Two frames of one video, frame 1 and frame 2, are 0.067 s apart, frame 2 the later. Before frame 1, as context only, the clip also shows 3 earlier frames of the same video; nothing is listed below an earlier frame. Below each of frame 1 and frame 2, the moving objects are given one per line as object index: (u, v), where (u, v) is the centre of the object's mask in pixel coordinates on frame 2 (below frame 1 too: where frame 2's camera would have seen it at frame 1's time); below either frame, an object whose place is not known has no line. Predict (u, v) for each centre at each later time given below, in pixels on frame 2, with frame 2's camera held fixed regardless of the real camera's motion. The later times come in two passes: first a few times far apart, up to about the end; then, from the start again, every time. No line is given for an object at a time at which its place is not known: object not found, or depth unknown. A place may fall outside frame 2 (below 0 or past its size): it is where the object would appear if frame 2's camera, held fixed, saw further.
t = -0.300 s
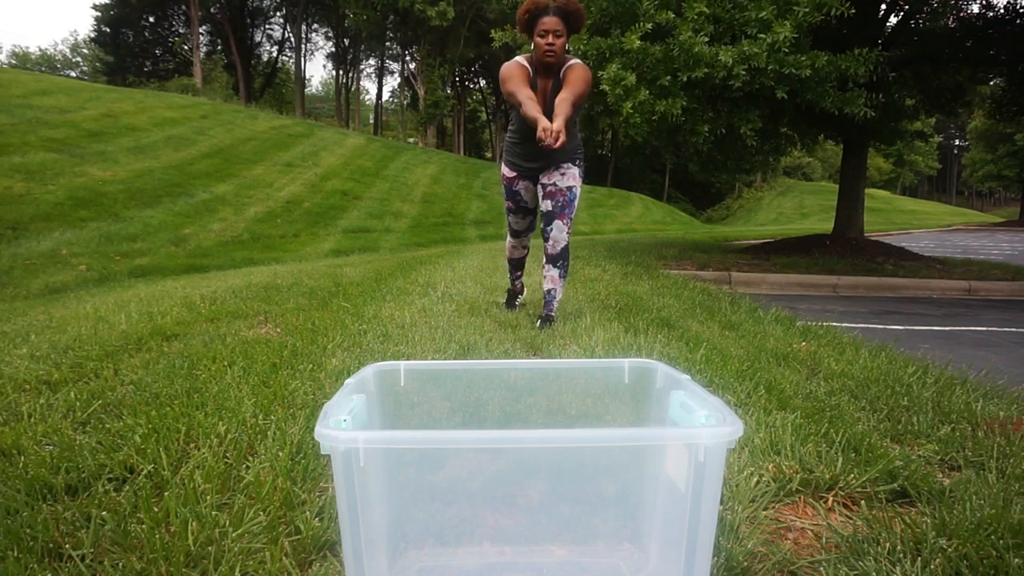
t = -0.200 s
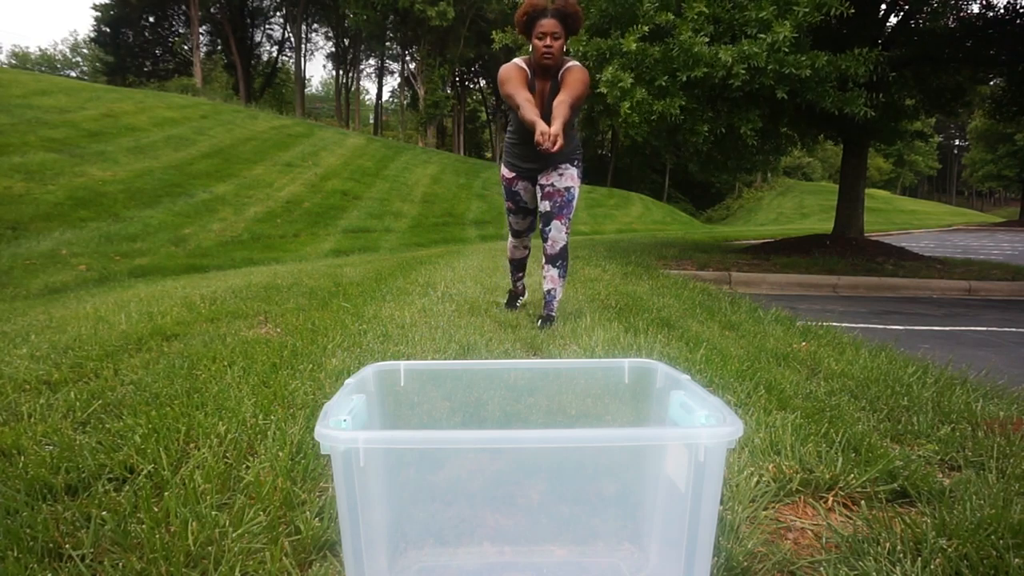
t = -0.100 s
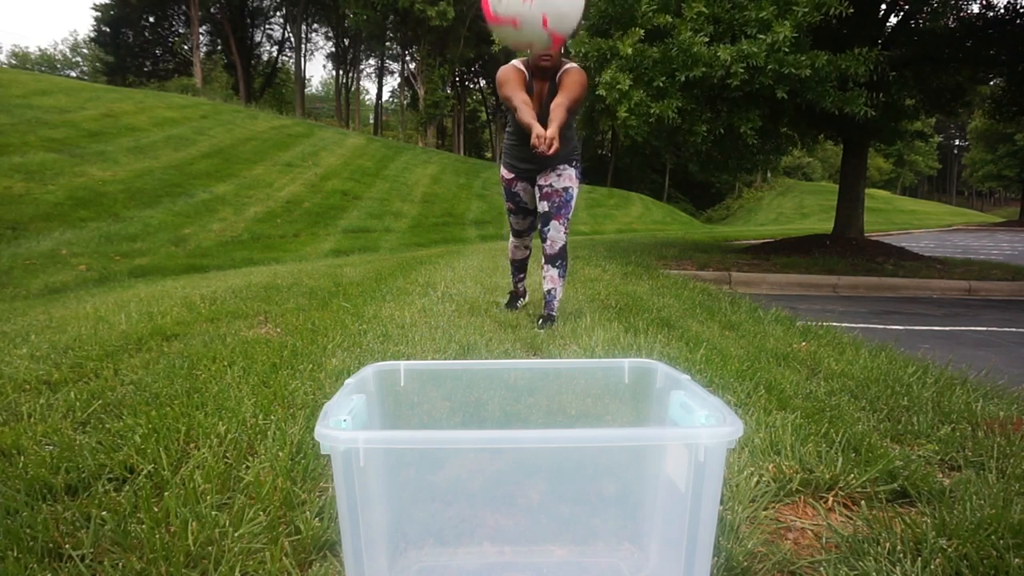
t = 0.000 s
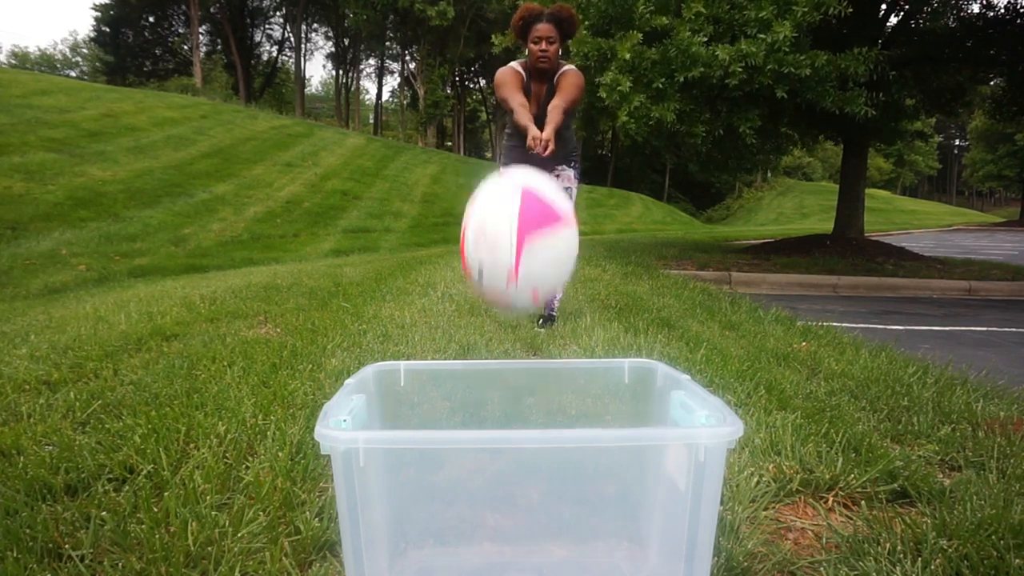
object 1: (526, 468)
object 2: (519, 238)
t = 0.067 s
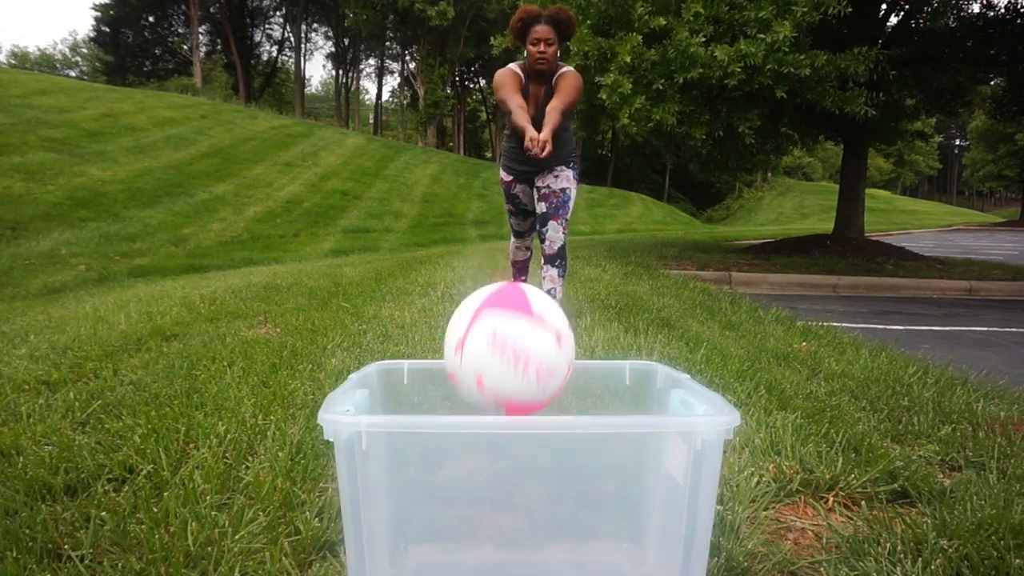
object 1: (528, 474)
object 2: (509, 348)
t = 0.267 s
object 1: (529, 449)
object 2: (476, 524)
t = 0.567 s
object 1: (538, 457)
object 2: (444, 525)
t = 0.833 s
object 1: (536, 458)
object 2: (456, 518)
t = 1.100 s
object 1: (534, 460)
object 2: (463, 509)
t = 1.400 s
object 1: (535, 459)
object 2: (460, 512)
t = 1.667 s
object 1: (537, 460)
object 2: (451, 510)
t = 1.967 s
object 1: (537, 460)
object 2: (451, 510)
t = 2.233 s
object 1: (537, 460)
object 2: (451, 510)
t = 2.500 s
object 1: (537, 460)
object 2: (451, 510)
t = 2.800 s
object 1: (537, 460)
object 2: (451, 510)
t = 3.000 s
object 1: (537, 460)
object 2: (451, 510)
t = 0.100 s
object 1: (529, 474)
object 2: (503, 365)
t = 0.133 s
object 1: (547, 486)
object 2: (496, 423)
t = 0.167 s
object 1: (525, 466)
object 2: (490, 476)
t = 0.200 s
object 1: (535, 455)
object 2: (485, 494)
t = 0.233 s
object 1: (532, 451)
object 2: (481, 509)
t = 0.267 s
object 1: (529, 449)
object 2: (476, 524)
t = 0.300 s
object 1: (529, 452)
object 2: (470, 535)
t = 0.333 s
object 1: (531, 453)
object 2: (464, 531)
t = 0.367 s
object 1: (536, 454)
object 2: (457, 529)
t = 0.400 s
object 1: (539, 456)
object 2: (455, 524)
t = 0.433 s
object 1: (542, 456)
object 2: (454, 522)
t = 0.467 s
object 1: (540, 456)
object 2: (452, 523)
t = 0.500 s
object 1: (539, 456)
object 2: (451, 528)
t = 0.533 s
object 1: (536, 457)
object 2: (448, 529)
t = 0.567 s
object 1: (538, 457)
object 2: (444, 525)
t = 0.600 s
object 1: (537, 457)
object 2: (443, 524)
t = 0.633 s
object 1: (537, 457)
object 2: (445, 525)
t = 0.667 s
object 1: (536, 457)
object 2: (447, 523)
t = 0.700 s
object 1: (537, 457)
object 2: (449, 522)
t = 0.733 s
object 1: (537, 457)
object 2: (451, 521)
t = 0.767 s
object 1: (537, 457)
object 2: (453, 520)
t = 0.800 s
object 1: (536, 458)
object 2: (454, 519)
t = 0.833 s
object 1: (536, 458)
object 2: (456, 518)
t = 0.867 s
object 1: (536, 458)
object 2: (457, 517)
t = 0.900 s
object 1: (536, 458)
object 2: (459, 516)
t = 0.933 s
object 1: (535, 458)
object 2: (460, 515)
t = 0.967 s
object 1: (535, 459)
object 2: (461, 514)
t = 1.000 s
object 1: (535, 459)
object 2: (461, 513)
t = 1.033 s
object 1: (534, 459)
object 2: (462, 511)
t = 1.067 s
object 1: (534, 460)
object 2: (463, 509)
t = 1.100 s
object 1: (534, 460)
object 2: (463, 509)
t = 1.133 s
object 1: (534, 460)
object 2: (463, 510)
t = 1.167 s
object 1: (534, 460)
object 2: (463, 510)
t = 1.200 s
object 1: (534, 460)
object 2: (463, 511)
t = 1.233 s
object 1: (534, 459)
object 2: (463, 511)
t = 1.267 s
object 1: (534, 459)
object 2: (462, 511)
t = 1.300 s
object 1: (535, 459)
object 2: (462, 511)
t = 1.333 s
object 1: (535, 459)
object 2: (461, 512)
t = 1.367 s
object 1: (535, 459)
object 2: (461, 512)
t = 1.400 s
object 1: (535, 459)
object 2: (460, 512)
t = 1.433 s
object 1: (535, 459)
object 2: (459, 512)
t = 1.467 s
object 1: (535, 459)
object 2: (458, 512)
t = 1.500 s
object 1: (536, 459)
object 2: (457, 511)
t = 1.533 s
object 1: (536, 460)
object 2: (456, 511)
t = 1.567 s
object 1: (536, 460)
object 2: (455, 511)
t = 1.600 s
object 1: (536, 460)
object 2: (454, 511)
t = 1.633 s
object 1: (536, 460)
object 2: (452, 511)
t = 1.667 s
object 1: (537, 460)
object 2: (451, 510)
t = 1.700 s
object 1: (537, 460)
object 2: (451, 510)
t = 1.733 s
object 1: (537, 460)
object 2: (451, 510)
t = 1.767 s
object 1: (536, 460)
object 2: (451, 510)
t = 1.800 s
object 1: (536, 460)
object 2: (451, 510)
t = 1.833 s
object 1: (536, 460)
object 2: (451, 510)
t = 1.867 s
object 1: (536, 460)
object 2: (451, 510)
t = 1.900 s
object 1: (536, 460)
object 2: (451, 510)
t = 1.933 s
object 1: (537, 460)
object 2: (451, 510)
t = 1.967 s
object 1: (537, 460)
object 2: (451, 510)
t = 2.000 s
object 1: (537, 460)
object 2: (451, 510)
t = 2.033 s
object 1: (537, 460)
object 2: (451, 510)
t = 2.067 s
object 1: (537, 460)
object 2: (451, 510)
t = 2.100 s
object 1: (537, 460)
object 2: (451, 510)
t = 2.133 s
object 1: (537, 460)
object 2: (451, 510)
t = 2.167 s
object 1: (537, 460)
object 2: (451, 510)
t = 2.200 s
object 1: (537, 460)
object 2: (451, 510)
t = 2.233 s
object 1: (537, 460)
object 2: (451, 510)
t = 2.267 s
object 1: (537, 460)
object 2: (451, 510)
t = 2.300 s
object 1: (537, 460)
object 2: (451, 510)
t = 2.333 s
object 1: (537, 460)
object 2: (451, 510)
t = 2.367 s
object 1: (537, 460)
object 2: (451, 510)
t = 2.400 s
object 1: (537, 460)
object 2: (451, 510)
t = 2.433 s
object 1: (537, 460)
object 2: (451, 510)
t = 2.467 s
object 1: (537, 460)
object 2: (451, 510)
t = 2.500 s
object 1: (537, 460)
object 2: (451, 510)
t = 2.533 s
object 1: (537, 460)
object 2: (451, 510)
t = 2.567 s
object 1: (537, 460)
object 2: (451, 510)
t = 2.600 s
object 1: (537, 460)
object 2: (451, 510)
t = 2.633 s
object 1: (537, 460)
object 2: (451, 510)
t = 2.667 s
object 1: (537, 460)
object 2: (451, 510)
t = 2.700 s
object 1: (537, 460)
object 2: (451, 510)
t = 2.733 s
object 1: (537, 460)
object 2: (451, 510)
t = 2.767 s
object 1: (537, 460)
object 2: (451, 510)
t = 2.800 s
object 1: (537, 460)
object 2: (451, 510)
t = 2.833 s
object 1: (537, 460)
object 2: (451, 510)
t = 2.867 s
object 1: (537, 460)
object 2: (451, 510)
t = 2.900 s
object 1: (537, 460)
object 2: (451, 510)
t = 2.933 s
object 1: (537, 460)
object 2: (451, 510)
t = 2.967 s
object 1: (537, 460)
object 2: (451, 510)
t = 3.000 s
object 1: (537, 460)
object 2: (451, 510)
